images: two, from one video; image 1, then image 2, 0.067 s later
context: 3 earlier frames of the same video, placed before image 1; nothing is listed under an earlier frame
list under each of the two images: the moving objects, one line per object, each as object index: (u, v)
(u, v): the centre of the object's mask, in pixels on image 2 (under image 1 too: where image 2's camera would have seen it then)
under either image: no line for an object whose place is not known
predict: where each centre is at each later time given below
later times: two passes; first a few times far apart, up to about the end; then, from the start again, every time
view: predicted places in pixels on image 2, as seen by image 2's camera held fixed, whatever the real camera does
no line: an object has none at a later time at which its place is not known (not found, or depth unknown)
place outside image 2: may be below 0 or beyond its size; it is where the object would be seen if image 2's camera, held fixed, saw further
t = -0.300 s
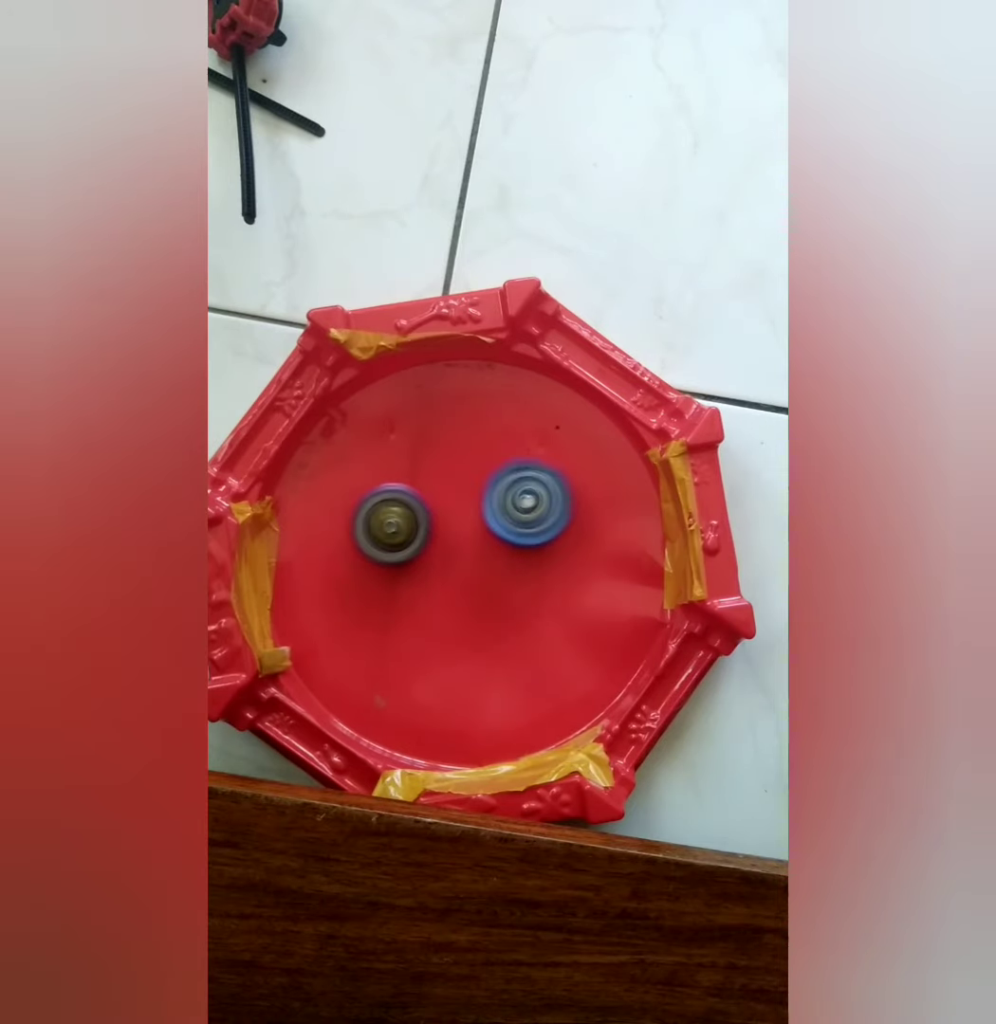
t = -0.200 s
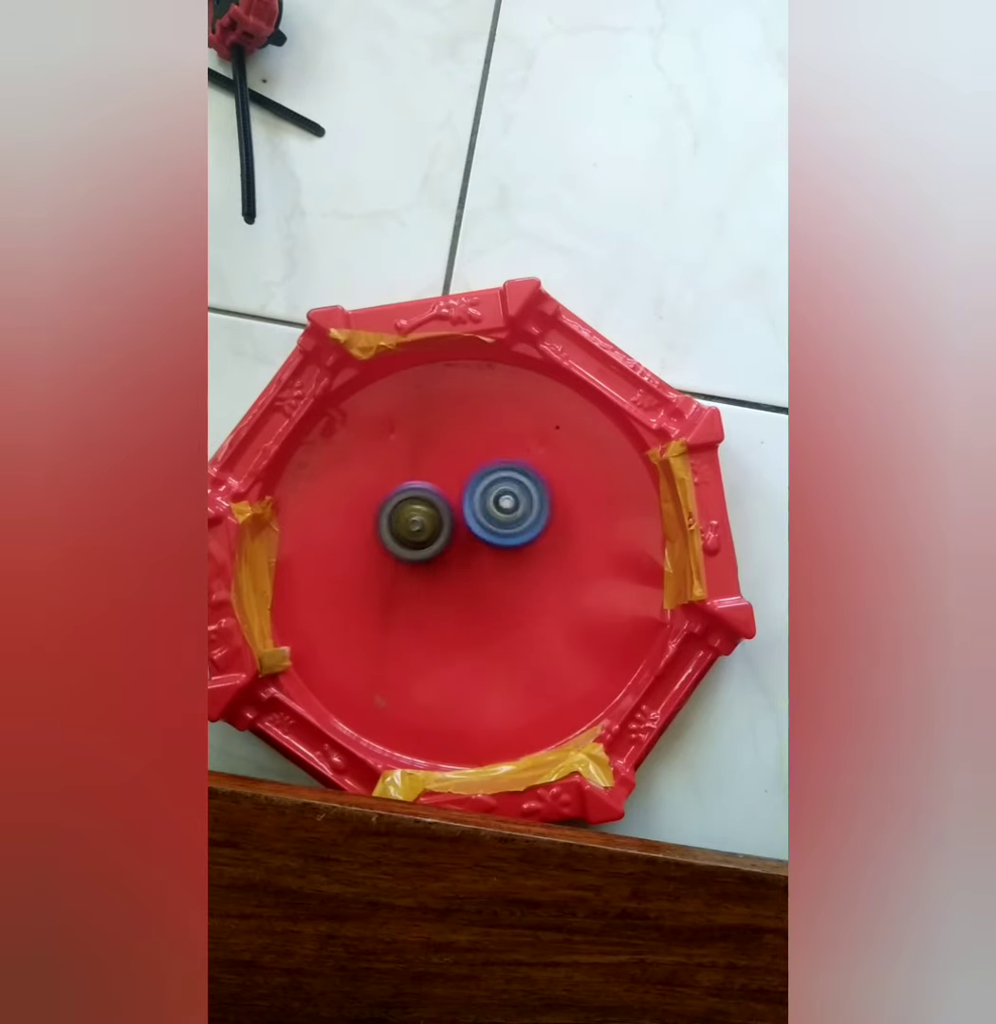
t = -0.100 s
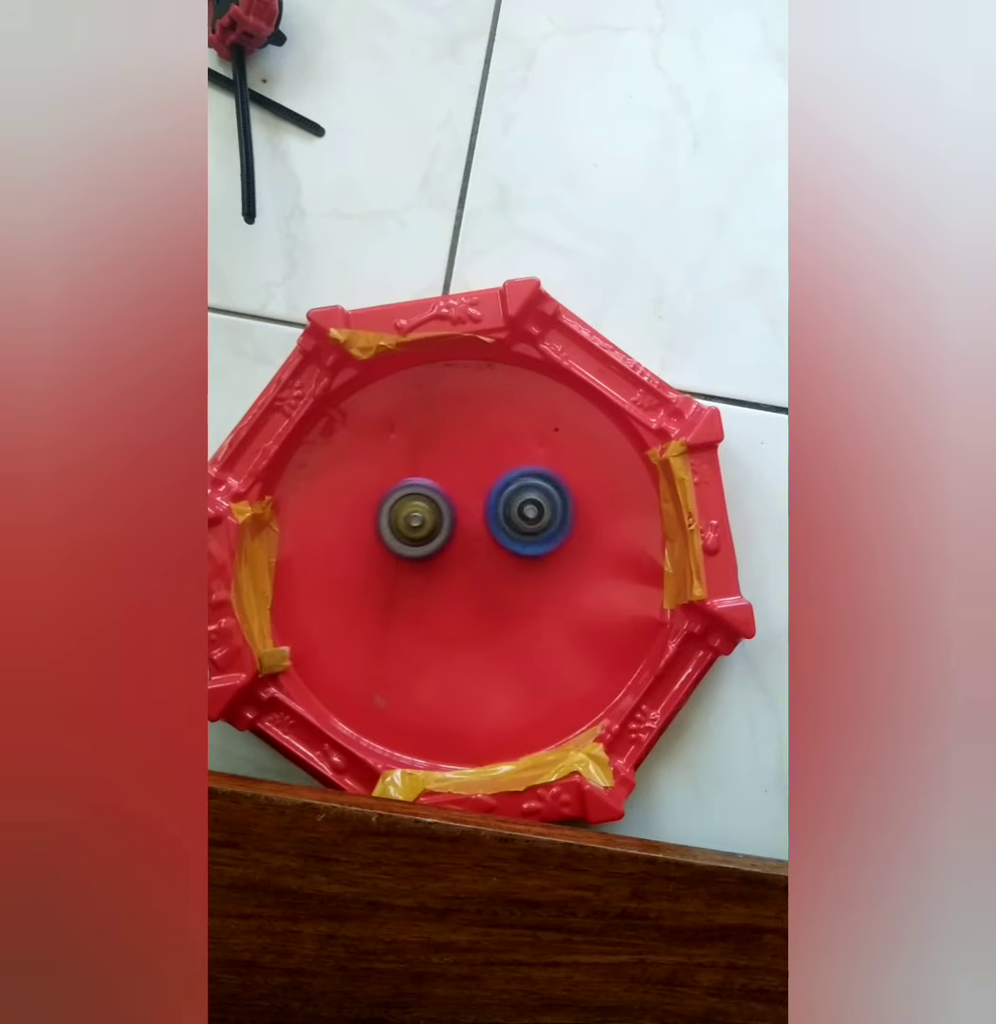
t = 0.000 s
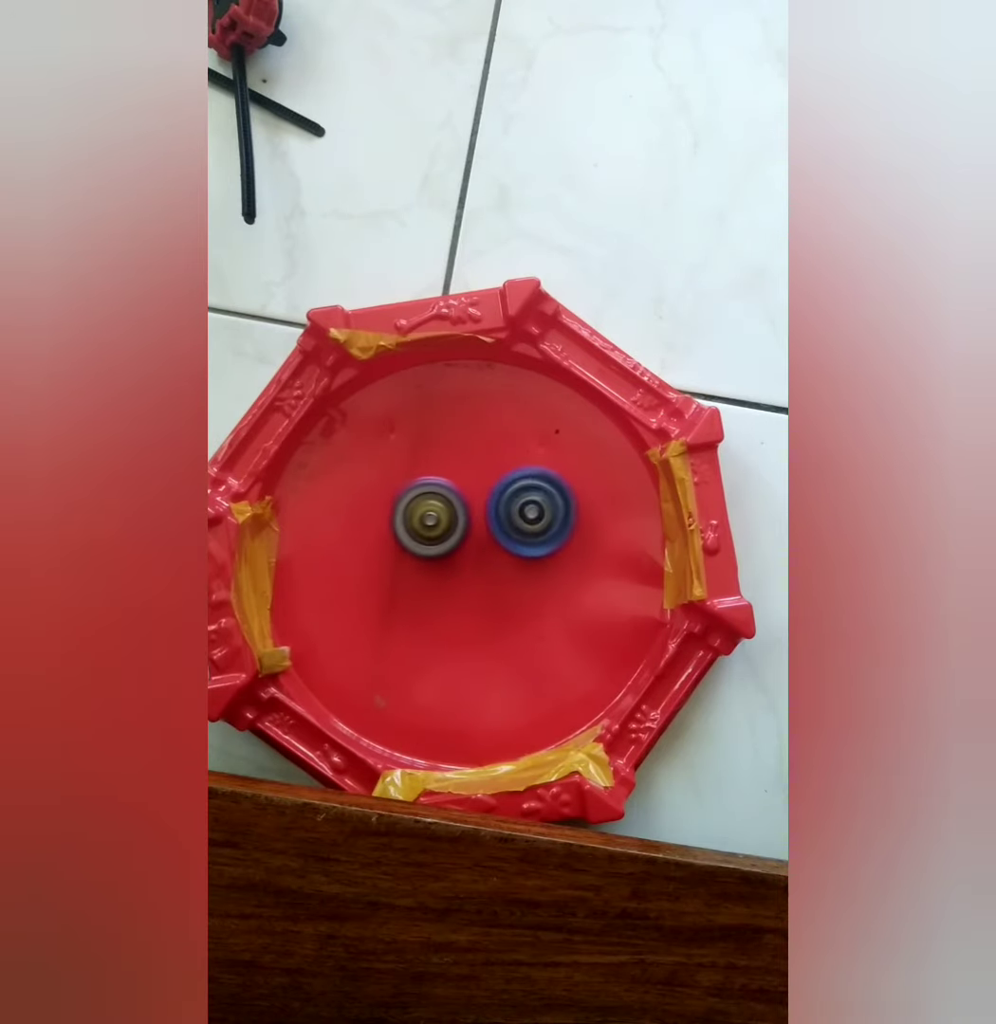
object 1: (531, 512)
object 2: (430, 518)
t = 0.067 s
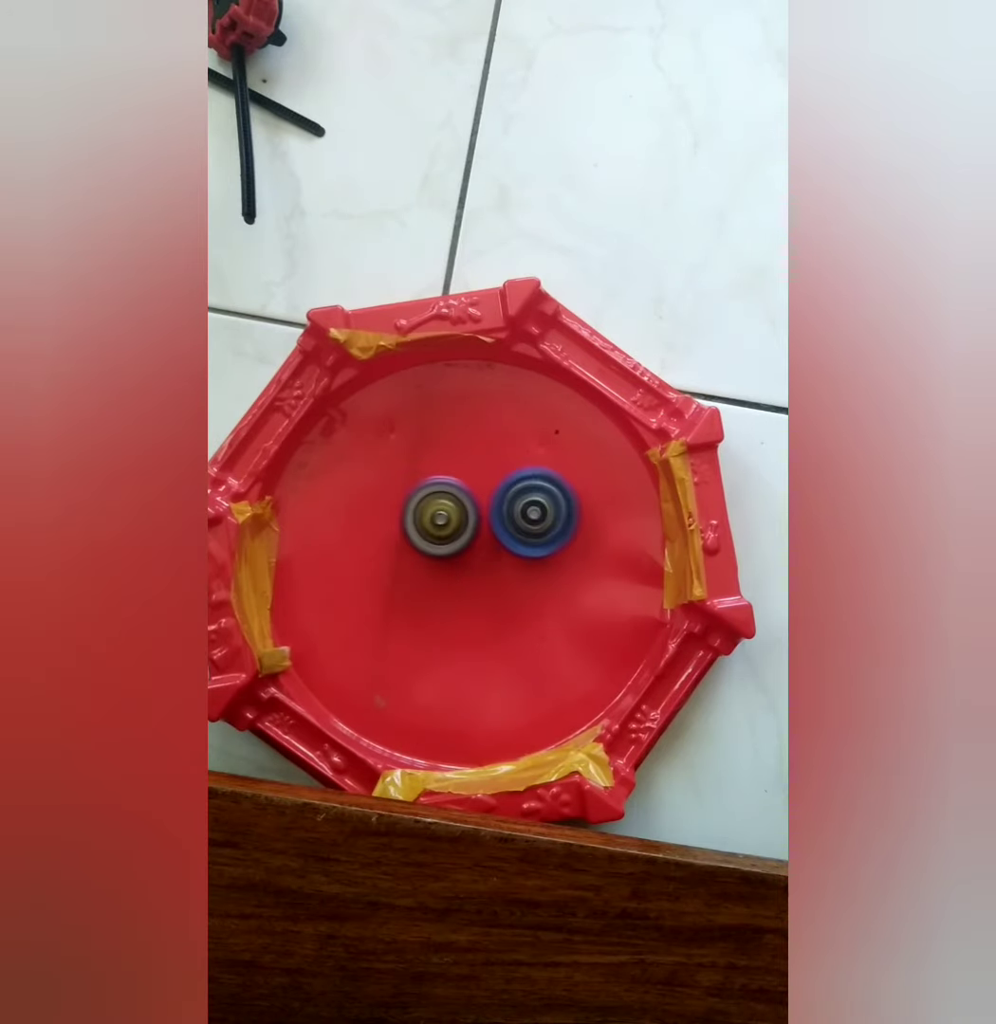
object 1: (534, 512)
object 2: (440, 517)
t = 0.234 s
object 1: (548, 520)
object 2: (450, 516)
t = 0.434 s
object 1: (553, 547)
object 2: (444, 514)
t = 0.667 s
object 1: (529, 612)
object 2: (421, 517)
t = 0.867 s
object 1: (492, 640)
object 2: (408, 527)
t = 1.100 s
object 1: (446, 631)
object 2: (408, 543)
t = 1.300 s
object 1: (436, 636)
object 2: (409, 507)
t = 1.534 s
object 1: (442, 624)
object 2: (425, 483)
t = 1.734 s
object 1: (457, 620)
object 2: (448, 482)
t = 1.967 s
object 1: (468, 627)
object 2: (480, 504)
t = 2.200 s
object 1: (468, 637)
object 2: (509, 546)
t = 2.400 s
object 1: (451, 640)
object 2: (544, 571)
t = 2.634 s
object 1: (437, 618)
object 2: (576, 589)
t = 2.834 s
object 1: (444, 584)
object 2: (580, 581)
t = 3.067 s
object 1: (447, 547)
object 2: (570, 597)
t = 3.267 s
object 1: (432, 518)
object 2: (598, 595)
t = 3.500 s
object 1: (444, 516)
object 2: (569, 574)
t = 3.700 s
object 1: (445, 520)
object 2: (521, 575)
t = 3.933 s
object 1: (421, 468)
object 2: (489, 605)
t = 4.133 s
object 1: (430, 463)
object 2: (458, 616)
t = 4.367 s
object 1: (451, 492)
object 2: (425, 610)
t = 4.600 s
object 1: (473, 543)
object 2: (407, 592)
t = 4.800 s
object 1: (549, 561)
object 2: (377, 588)
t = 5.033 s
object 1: (587, 569)
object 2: (385, 577)
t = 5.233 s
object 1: (571, 566)
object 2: (417, 567)
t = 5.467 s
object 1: (571, 566)
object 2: (460, 559)
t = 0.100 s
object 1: (539, 514)
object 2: (441, 516)
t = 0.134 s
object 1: (545, 516)
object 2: (443, 516)
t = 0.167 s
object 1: (546, 518)
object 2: (445, 516)
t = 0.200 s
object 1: (546, 518)
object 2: (448, 515)
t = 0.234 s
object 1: (548, 520)
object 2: (450, 516)
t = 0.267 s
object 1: (548, 522)
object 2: (453, 516)
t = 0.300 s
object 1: (548, 524)
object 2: (456, 516)
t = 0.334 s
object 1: (550, 528)
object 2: (454, 516)
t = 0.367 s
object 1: (554, 534)
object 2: (450, 514)
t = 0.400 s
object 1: (554, 540)
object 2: (447, 514)
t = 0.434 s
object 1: (553, 547)
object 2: (444, 514)
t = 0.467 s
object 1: (551, 555)
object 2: (441, 514)
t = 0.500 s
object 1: (549, 564)
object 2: (438, 514)
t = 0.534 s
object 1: (547, 574)
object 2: (434, 514)
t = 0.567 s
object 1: (543, 584)
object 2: (431, 515)
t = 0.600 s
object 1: (539, 594)
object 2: (427, 515)
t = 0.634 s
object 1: (535, 603)
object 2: (424, 516)
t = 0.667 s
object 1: (529, 612)
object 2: (421, 517)
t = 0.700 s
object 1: (523, 620)
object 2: (418, 518)
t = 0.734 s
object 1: (517, 626)
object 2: (416, 519)
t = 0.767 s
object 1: (512, 631)
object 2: (413, 521)
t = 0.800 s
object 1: (505, 635)
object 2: (411, 523)
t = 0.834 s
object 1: (499, 638)
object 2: (410, 525)
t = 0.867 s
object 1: (492, 640)
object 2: (408, 527)
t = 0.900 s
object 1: (486, 640)
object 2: (407, 530)
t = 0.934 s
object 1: (479, 640)
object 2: (407, 532)
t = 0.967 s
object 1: (472, 640)
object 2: (406, 534)
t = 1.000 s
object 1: (466, 639)
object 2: (406, 537)
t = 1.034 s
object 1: (458, 637)
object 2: (407, 539)
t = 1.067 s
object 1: (451, 634)
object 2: (407, 541)
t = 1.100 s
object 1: (446, 631)
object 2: (408, 543)
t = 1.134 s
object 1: (443, 635)
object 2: (408, 536)
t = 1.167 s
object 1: (440, 639)
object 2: (407, 529)
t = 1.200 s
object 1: (437, 639)
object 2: (407, 523)
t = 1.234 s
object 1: (437, 637)
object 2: (407, 518)
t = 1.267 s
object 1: (436, 636)
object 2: (407, 513)
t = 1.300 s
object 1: (436, 636)
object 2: (409, 507)
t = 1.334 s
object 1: (435, 634)
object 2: (410, 502)
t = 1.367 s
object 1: (435, 632)
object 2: (412, 498)
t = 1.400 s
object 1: (437, 630)
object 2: (414, 494)
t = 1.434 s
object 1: (438, 629)
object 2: (416, 491)
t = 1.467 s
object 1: (438, 627)
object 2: (419, 487)
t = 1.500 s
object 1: (440, 626)
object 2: (422, 485)
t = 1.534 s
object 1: (442, 624)
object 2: (425, 483)
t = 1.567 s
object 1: (444, 623)
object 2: (428, 481)
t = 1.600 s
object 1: (447, 622)
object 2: (432, 480)
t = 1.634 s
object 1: (449, 621)
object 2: (436, 480)
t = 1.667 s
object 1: (452, 620)
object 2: (440, 480)
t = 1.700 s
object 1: (455, 620)
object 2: (444, 481)
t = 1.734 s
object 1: (457, 620)
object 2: (448, 482)
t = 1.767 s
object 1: (459, 621)
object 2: (453, 483)
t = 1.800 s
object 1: (462, 622)
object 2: (457, 485)
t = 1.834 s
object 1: (463, 623)
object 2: (461, 488)
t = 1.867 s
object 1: (465, 623)
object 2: (466, 491)
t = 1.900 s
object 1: (467, 625)
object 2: (471, 495)
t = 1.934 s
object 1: (467, 626)
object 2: (475, 499)
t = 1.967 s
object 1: (468, 627)
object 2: (480, 504)
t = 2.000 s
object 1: (469, 629)
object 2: (485, 508)
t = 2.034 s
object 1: (469, 630)
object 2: (489, 514)
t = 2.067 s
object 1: (470, 632)
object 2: (494, 519)
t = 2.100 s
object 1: (469, 633)
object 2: (498, 526)
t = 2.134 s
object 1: (469, 634)
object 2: (502, 532)
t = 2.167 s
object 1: (469, 636)
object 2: (506, 538)
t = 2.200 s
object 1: (468, 637)
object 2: (509, 546)
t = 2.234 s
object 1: (467, 638)
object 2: (513, 553)
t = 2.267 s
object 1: (465, 639)
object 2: (517, 560)
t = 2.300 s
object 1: (461, 642)
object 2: (524, 562)
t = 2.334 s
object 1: (457, 642)
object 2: (531, 565)
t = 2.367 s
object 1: (454, 642)
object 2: (538, 568)
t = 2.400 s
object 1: (451, 640)
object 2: (544, 571)
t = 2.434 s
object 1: (448, 640)
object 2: (549, 575)
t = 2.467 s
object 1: (446, 637)
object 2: (555, 579)
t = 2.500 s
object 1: (442, 634)
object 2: (559, 583)
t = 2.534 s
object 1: (440, 631)
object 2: (564, 586)
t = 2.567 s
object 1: (438, 626)
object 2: (569, 588)
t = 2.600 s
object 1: (437, 623)
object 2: (573, 589)
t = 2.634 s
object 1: (437, 618)
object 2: (576, 589)
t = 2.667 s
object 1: (436, 613)
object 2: (579, 588)
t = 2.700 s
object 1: (437, 608)
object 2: (581, 587)
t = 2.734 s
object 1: (437, 602)
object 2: (582, 586)
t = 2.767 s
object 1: (438, 597)
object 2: (583, 584)
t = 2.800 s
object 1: (442, 590)
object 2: (582, 582)
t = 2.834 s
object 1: (444, 584)
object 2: (580, 581)
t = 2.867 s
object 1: (448, 579)
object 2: (577, 580)
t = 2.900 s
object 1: (451, 574)
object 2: (573, 579)
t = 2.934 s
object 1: (456, 570)
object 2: (568, 579)
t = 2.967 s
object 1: (460, 566)
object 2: (563, 579)
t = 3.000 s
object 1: (463, 564)
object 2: (558, 581)
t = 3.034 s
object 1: (460, 557)
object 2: (558, 586)
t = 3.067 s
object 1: (447, 547)
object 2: (570, 597)
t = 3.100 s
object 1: (437, 537)
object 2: (576, 602)
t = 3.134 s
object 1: (432, 530)
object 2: (581, 603)
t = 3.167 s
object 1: (432, 525)
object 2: (587, 602)
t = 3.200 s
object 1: (433, 523)
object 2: (592, 600)
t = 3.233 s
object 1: (432, 520)
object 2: (595, 598)
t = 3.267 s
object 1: (432, 518)
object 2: (598, 595)
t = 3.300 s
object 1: (435, 517)
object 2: (599, 592)
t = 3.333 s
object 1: (436, 516)
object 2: (598, 589)
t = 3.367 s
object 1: (437, 515)
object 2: (597, 585)
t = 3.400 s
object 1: (438, 515)
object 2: (592, 582)
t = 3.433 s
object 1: (440, 515)
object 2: (586, 578)
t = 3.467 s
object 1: (442, 516)
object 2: (578, 575)
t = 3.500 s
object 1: (444, 516)
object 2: (569, 574)
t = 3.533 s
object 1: (447, 519)
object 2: (560, 574)
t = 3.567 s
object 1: (449, 520)
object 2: (551, 573)
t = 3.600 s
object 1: (450, 522)
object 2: (542, 573)
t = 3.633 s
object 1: (452, 524)
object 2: (533, 573)
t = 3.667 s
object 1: (450, 523)
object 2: (526, 574)
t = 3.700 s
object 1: (445, 520)
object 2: (521, 575)
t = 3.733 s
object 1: (441, 515)
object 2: (514, 575)
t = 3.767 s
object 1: (440, 511)
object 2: (506, 574)
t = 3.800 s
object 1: (435, 499)
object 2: (504, 583)
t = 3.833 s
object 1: (427, 488)
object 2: (502, 594)
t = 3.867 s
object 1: (422, 479)
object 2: (497, 599)
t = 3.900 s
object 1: (421, 473)
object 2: (493, 602)
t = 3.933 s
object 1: (421, 468)
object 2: (489, 605)
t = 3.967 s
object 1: (422, 465)
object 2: (484, 608)
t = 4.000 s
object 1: (423, 464)
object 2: (480, 611)
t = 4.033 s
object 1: (426, 462)
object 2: (474, 613)
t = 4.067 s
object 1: (427, 461)
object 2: (469, 614)
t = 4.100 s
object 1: (428, 460)
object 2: (463, 615)
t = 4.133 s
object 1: (430, 463)
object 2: (458, 616)
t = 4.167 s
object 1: (432, 463)
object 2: (453, 616)
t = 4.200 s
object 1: (436, 465)
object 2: (448, 616)
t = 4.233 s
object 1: (439, 469)
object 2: (443, 616)
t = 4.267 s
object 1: (442, 473)
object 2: (438, 615)
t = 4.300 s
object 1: (445, 479)
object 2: (433, 613)
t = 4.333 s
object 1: (449, 484)
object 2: (429, 612)
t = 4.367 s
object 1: (451, 492)
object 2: (425, 610)
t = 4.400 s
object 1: (456, 498)
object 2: (421, 608)
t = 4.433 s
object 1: (459, 506)
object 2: (418, 606)
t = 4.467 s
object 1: (462, 515)
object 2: (415, 603)
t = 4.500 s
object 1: (464, 522)
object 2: (413, 601)
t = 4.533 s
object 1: (467, 529)
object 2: (410, 598)
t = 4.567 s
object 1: (470, 536)
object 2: (409, 594)
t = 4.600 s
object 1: (473, 543)
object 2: (407, 592)
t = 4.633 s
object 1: (486, 544)
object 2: (395, 593)
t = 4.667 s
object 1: (501, 546)
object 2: (387, 592)
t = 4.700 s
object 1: (515, 549)
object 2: (384, 591)
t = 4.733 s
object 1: (529, 552)
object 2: (381, 590)
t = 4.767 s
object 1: (539, 557)
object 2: (379, 589)
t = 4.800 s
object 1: (549, 561)
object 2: (377, 588)
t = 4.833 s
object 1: (559, 566)
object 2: (376, 587)
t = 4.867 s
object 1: (567, 568)
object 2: (376, 586)
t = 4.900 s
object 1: (576, 570)
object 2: (377, 584)
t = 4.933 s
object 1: (582, 570)
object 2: (378, 583)
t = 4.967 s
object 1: (585, 569)
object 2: (380, 581)
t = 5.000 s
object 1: (587, 569)
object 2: (382, 579)
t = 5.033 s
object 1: (587, 569)
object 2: (385, 577)
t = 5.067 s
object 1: (584, 570)
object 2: (390, 575)
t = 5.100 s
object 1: (580, 571)
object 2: (394, 574)
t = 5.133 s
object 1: (576, 570)
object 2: (399, 572)
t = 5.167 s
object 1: (573, 568)
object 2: (405, 571)
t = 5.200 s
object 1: (572, 567)
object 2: (410, 568)
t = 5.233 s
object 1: (571, 566)
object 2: (417, 567)
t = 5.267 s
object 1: (571, 566)
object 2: (423, 565)
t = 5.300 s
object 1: (571, 566)
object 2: (429, 563)
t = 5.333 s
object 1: (571, 566)
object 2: (435, 561)
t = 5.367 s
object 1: (571, 566)
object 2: (442, 560)
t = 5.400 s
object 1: (571, 566)
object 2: (448, 559)
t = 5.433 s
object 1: (571, 566)
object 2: (454, 559)
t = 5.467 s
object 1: (571, 566)
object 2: (460, 559)
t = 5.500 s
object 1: (571, 566)
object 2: (466, 560)
